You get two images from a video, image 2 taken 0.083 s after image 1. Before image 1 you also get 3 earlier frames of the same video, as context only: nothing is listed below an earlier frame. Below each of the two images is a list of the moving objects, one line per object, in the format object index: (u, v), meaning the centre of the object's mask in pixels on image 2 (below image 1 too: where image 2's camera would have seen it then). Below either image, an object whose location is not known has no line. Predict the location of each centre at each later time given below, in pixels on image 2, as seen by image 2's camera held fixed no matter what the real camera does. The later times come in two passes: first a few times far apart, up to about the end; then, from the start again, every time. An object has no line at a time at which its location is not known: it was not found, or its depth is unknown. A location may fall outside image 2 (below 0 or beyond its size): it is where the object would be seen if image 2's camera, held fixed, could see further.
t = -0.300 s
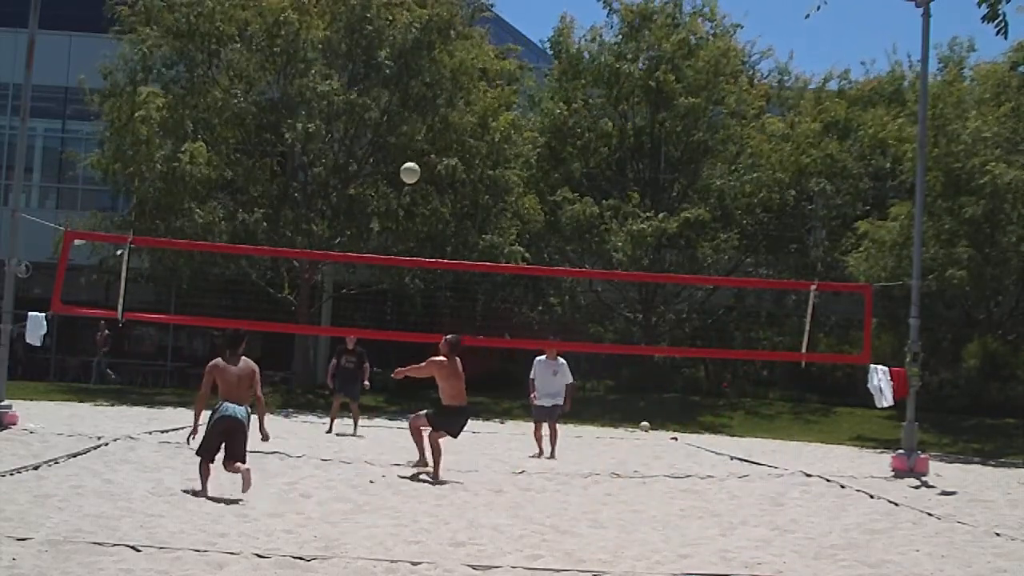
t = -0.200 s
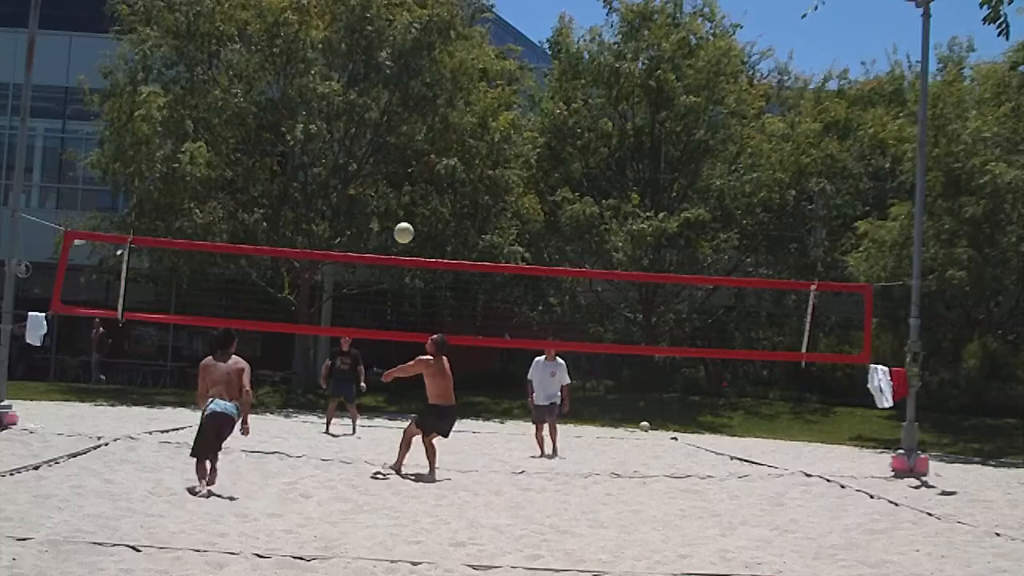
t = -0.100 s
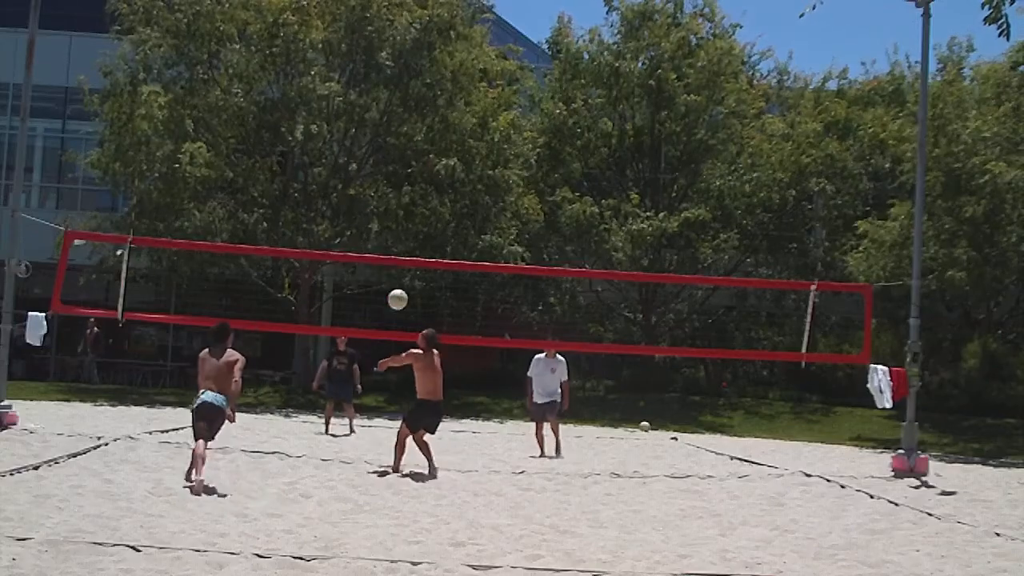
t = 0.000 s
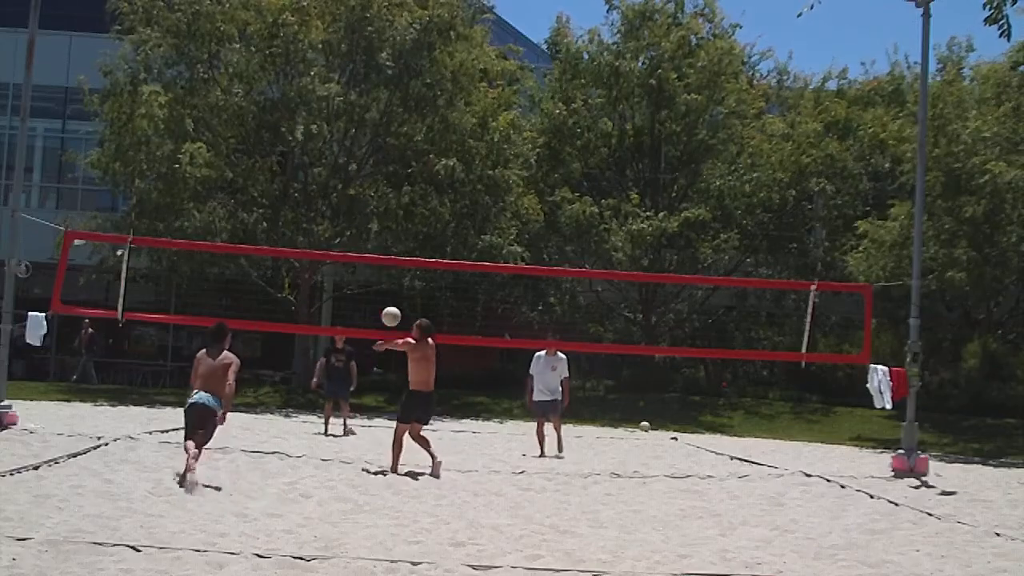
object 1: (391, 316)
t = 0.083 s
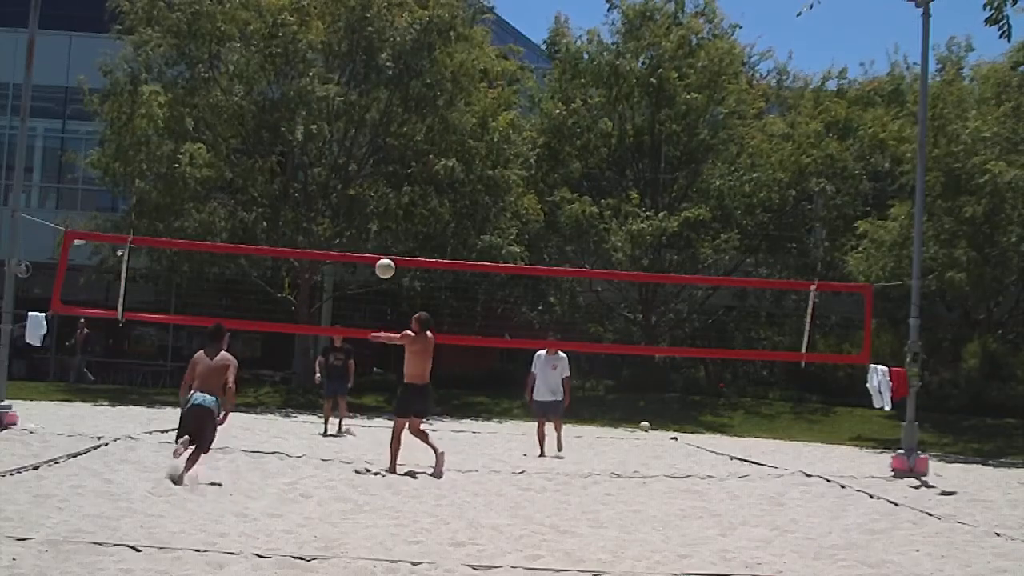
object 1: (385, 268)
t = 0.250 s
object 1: (372, 191)
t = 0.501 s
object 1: (350, 120)
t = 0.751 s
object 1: (327, 104)
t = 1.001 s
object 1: (301, 138)
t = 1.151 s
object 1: (285, 184)
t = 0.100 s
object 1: (383, 259)
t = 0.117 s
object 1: (382, 251)
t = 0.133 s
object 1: (381, 242)
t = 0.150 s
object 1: (380, 234)
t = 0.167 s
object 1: (378, 227)
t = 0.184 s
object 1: (377, 219)
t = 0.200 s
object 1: (376, 211)
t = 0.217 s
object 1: (375, 204)
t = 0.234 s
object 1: (373, 197)
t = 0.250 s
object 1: (372, 191)
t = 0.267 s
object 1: (370, 184)
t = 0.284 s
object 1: (369, 178)
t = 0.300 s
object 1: (368, 172)
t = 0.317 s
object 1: (366, 166)
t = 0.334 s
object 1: (365, 161)
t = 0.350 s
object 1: (363, 156)
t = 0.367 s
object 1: (362, 151)
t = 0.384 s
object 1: (361, 146)
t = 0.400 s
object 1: (359, 142)
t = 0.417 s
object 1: (358, 138)
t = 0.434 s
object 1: (356, 134)
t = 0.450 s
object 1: (355, 130)
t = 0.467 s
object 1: (353, 127)
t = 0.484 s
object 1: (352, 123)
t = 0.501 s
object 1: (350, 120)
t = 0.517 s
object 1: (348, 118)
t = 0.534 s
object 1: (347, 115)
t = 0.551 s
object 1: (346, 113)
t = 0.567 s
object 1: (344, 111)
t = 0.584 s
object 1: (342, 109)
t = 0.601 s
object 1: (341, 107)
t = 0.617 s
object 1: (339, 106)
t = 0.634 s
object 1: (338, 105)
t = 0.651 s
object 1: (336, 104)
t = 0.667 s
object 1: (335, 103)
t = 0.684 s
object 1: (333, 103)
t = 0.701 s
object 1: (332, 103)
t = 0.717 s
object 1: (330, 103)
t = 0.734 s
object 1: (329, 103)
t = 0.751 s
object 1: (327, 104)
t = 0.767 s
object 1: (325, 104)
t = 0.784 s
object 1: (324, 105)
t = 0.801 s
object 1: (322, 106)
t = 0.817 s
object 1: (320, 108)
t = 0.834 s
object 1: (318, 110)
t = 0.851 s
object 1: (317, 112)
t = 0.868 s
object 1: (315, 113)
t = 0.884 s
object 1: (313, 116)
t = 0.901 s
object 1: (312, 118)
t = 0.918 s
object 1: (310, 121)
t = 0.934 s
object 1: (309, 124)
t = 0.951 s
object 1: (307, 127)
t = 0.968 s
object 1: (304, 131)
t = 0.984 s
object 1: (303, 134)
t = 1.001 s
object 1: (301, 138)
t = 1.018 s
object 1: (300, 142)
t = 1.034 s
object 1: (298, 147)
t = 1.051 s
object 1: (296, 151)
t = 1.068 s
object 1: (294, 156)
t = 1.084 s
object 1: (292, 161)
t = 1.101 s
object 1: (290, 166)
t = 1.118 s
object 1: (289, 172)
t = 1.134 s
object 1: (287, 178)
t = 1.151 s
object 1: (285, 184)
